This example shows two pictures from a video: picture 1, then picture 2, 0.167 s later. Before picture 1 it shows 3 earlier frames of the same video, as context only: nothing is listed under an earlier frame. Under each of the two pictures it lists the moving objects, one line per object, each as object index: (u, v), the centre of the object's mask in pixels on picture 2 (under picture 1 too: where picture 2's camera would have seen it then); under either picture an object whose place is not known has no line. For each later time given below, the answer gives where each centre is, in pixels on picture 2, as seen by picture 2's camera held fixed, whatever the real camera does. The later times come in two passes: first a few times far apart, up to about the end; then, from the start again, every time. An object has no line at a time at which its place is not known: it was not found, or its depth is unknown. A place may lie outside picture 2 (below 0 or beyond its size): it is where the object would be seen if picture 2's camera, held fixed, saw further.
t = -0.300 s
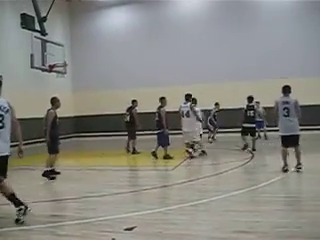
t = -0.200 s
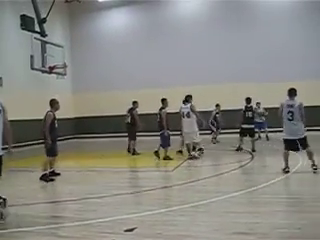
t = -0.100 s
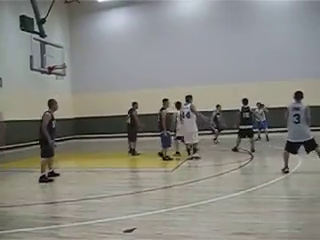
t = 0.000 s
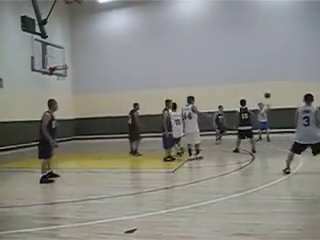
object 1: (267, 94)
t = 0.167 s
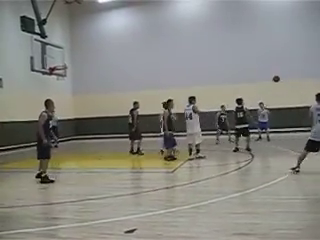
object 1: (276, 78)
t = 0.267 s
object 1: (282, 71)
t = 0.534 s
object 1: (307, 63)
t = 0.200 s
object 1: (278, 76)
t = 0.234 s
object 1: (280, 73)
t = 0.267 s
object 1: (282, 71)
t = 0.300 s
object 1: (285, 69)
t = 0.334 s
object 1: (288, 68)
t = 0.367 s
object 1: (291, 66)
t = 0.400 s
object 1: (294, 65)
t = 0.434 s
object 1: (297, 64)
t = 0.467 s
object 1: (300, 63)
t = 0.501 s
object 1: (304, 63)
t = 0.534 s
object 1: (307, 63)
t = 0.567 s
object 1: (311, 63)
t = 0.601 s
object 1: (315, 65)
